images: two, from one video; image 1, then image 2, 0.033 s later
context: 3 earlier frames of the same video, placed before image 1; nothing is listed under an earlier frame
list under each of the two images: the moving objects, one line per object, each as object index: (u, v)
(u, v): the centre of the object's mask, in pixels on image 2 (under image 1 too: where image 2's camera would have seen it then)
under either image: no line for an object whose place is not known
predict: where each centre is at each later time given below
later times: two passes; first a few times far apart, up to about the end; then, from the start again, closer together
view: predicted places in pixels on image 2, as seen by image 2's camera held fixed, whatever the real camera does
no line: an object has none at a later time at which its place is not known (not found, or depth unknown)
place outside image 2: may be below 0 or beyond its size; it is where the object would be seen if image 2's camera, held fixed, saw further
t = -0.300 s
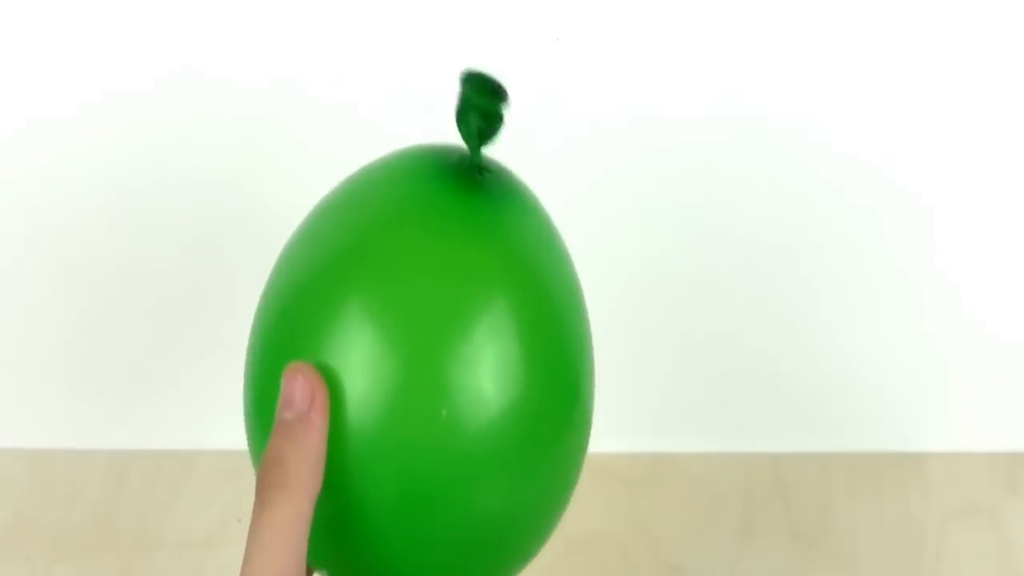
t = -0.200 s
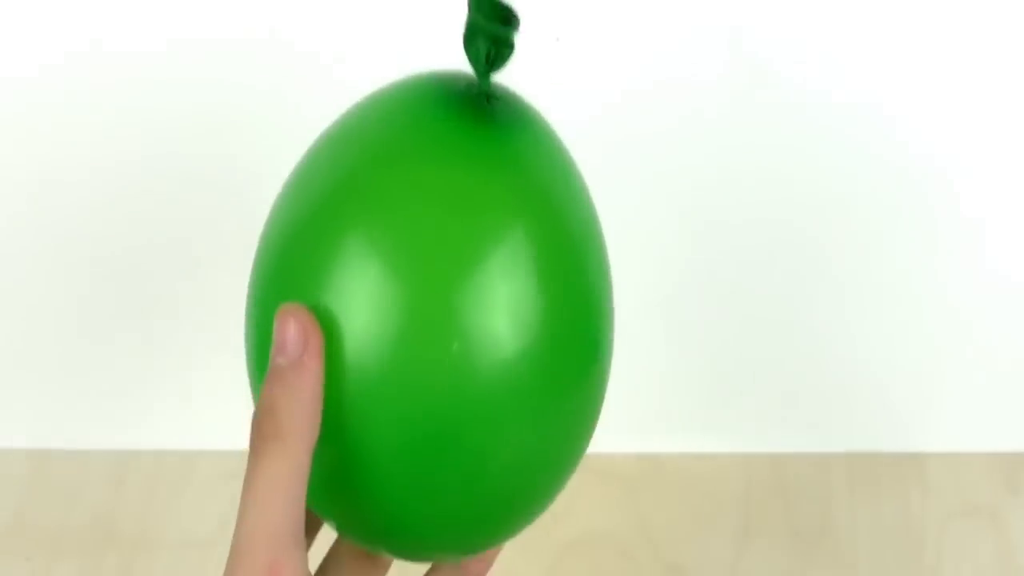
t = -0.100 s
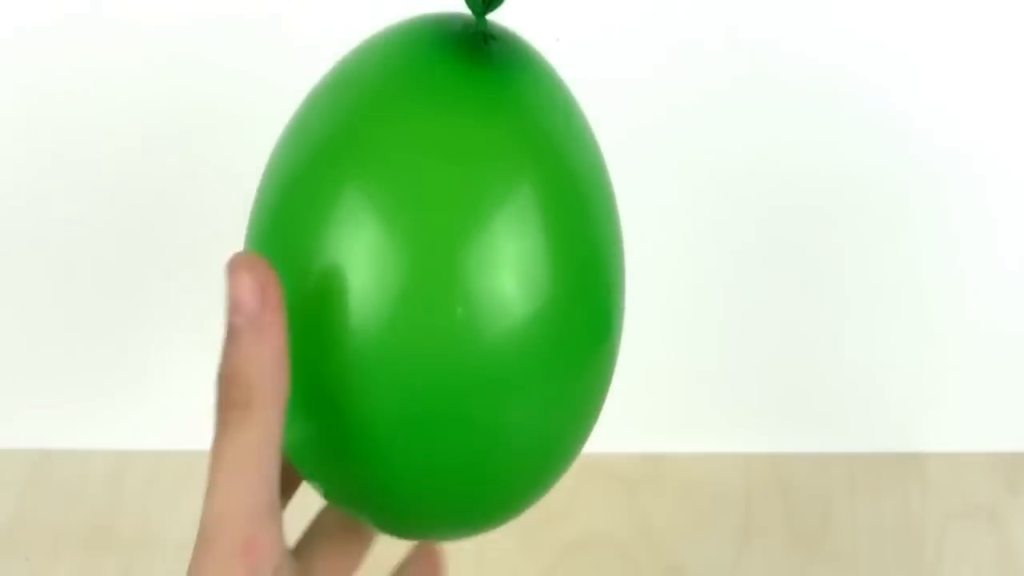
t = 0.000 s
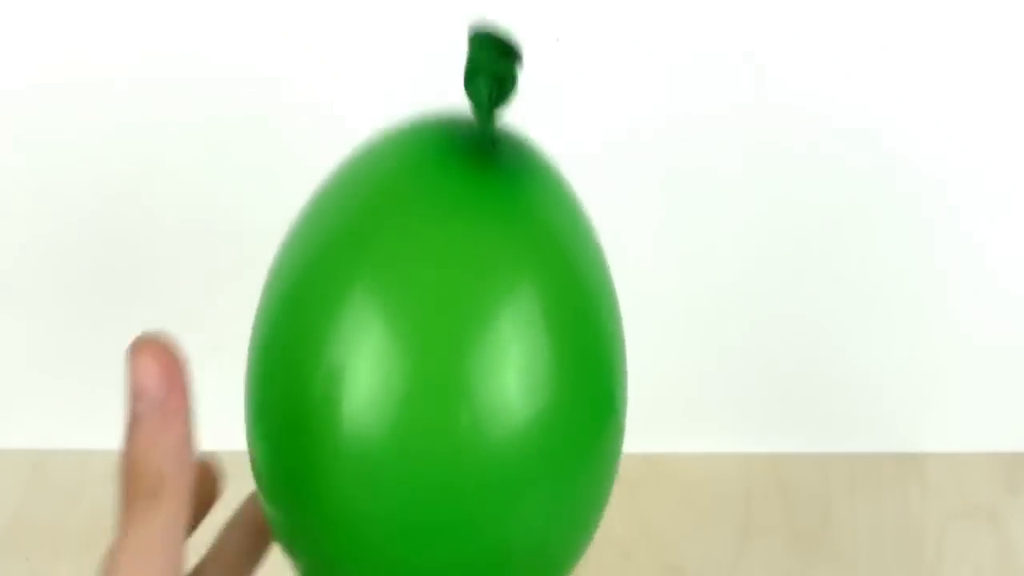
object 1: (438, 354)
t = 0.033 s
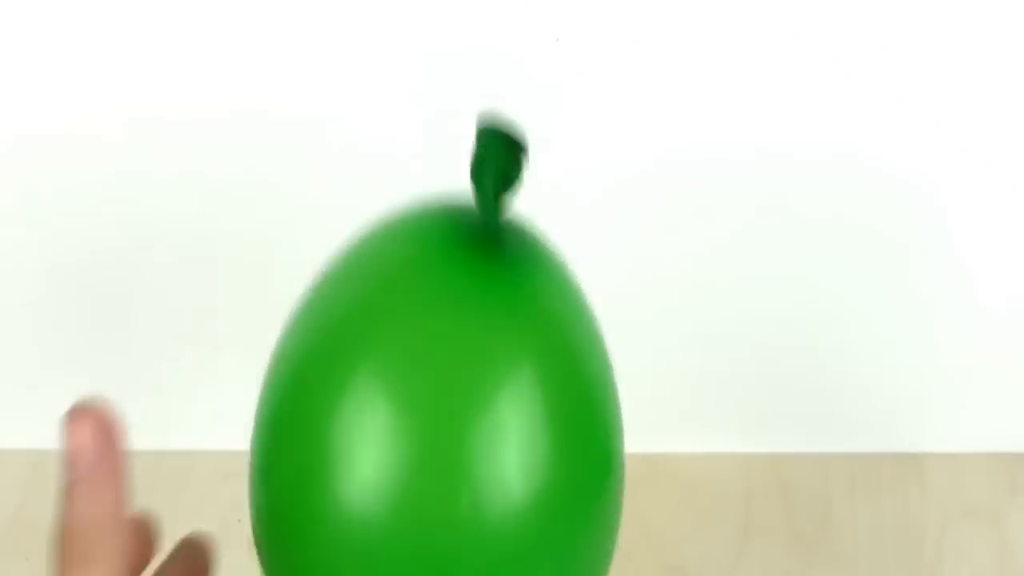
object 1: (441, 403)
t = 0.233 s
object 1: (451, 405)
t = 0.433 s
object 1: (471, 471)
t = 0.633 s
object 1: (622, 354)
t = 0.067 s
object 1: (441, 426)
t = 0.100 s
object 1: (447, 475)
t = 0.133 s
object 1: (446, 461)
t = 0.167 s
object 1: (447, 445)
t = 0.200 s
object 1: (449, 421)
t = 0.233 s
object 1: (451, 405)
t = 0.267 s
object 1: (453, 402)
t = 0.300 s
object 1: (456, 404)
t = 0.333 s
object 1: (461, 419)
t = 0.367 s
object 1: (464, 431)
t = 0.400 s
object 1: (460, 457)
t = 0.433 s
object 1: (471, 471)
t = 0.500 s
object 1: (507, 444)
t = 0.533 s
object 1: (540, 409)
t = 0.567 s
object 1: (558, 390)
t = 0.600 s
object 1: (592, 362)
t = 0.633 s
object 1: (622, 354)
